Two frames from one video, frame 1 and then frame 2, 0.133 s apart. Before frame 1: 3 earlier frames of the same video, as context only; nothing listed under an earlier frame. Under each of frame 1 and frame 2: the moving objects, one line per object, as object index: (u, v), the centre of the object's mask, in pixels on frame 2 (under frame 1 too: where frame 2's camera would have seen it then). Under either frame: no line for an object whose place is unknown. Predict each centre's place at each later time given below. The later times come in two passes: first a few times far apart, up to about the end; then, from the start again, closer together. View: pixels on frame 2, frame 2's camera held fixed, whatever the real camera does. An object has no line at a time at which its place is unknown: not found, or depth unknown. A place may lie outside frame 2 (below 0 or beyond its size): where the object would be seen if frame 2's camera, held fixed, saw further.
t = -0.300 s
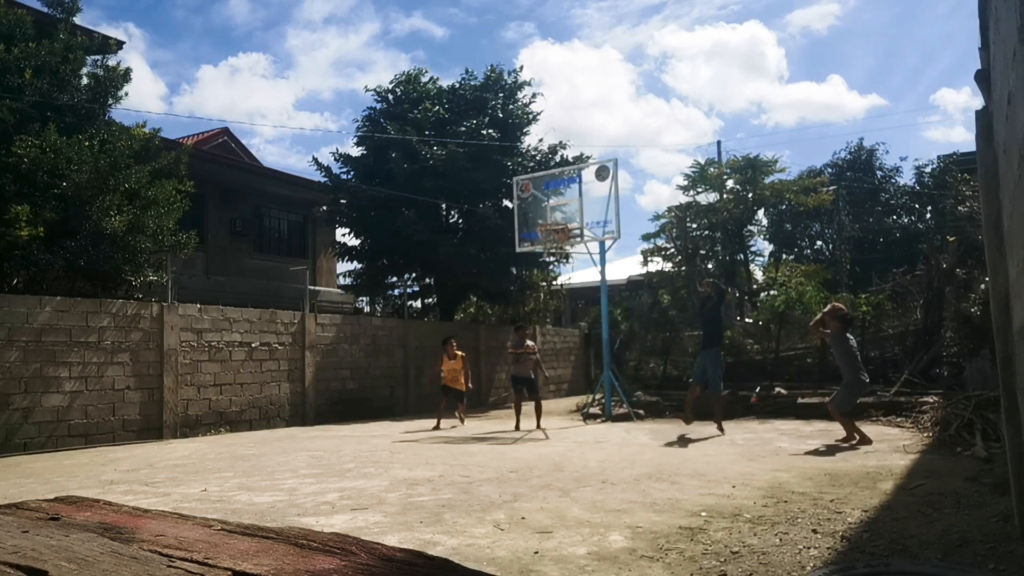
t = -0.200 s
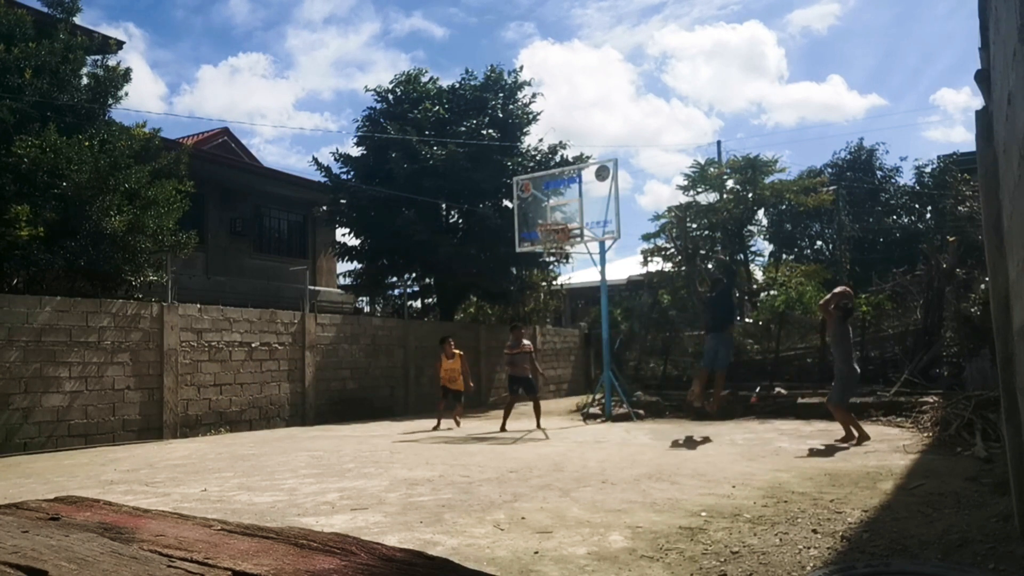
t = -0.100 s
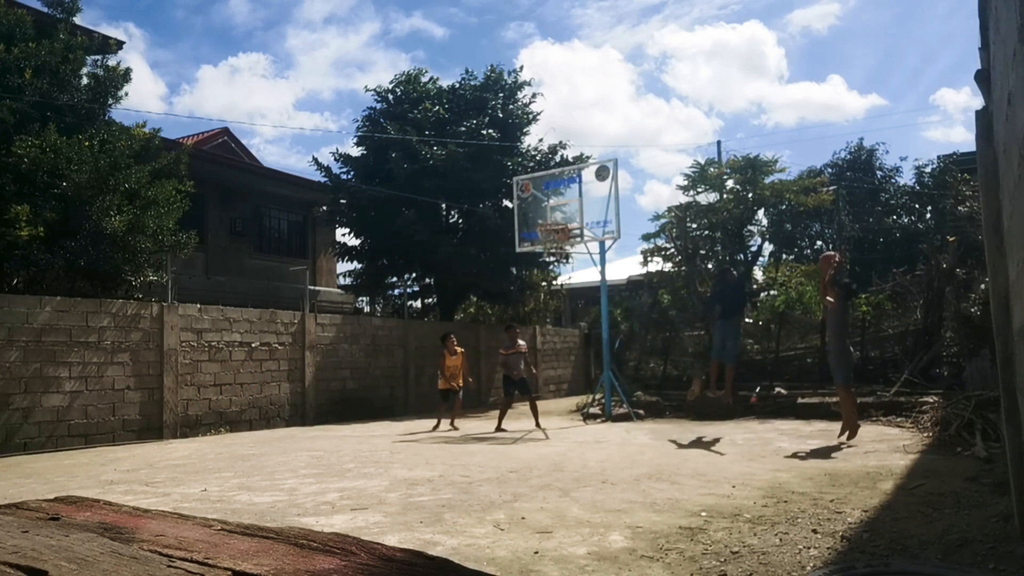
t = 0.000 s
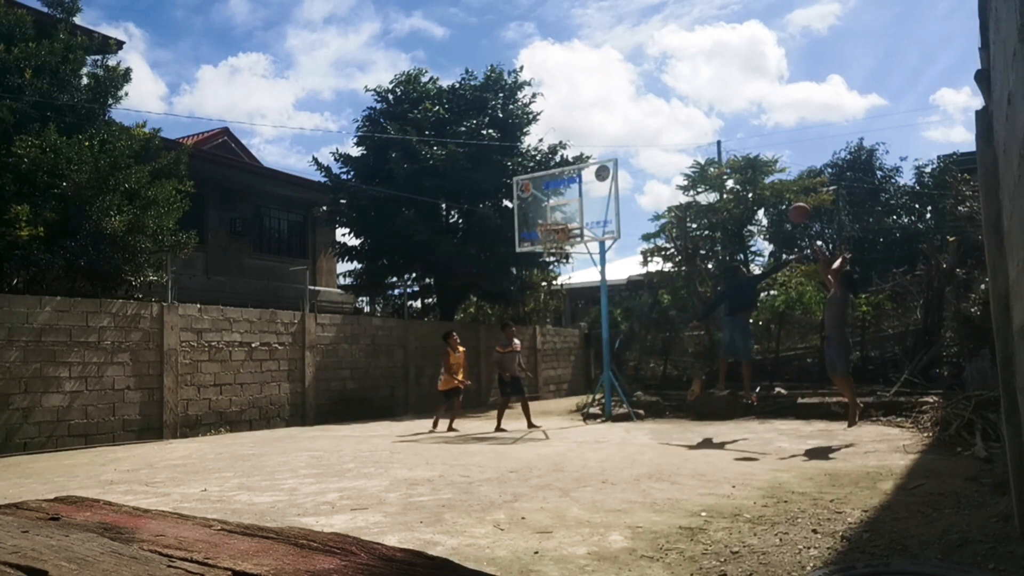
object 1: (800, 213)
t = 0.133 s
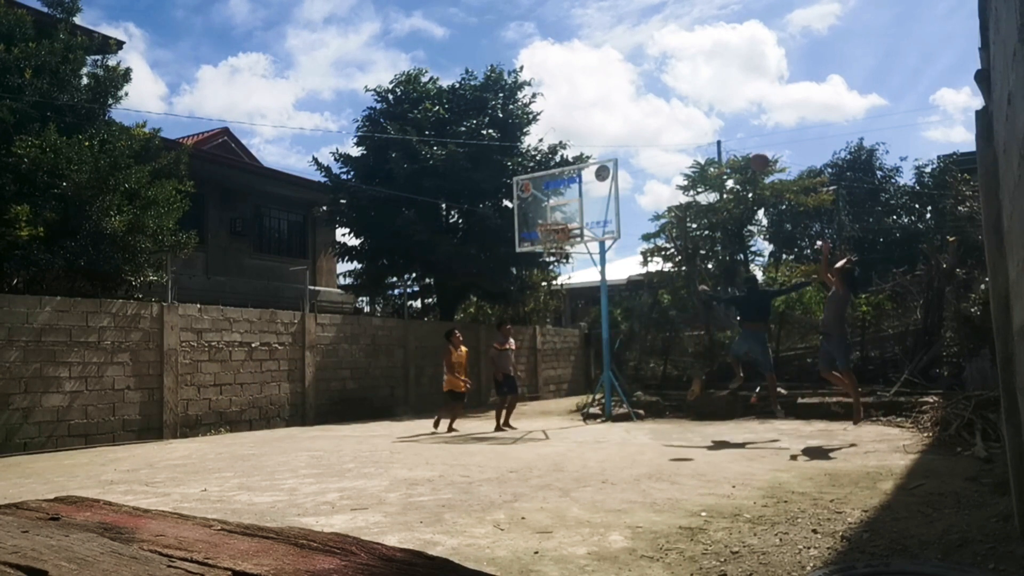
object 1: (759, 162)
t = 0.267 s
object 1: (723, 129)
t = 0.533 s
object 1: (661, 104)
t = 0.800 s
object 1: (609, 128)
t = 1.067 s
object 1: (562, 166)
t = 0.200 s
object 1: (740, 143)
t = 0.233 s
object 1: (731, 136)
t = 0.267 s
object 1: (723, 129)
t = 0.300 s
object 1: (715, 123)
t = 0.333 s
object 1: (706, 117)
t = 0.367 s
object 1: (698, 113)
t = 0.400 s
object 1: (690, 109)
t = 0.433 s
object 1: (683, 107)
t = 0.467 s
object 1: (675, 105)
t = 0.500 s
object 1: (668, 104)
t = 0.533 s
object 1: (661, 104)
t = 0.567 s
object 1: (654, 104)
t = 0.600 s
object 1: (647, 106)
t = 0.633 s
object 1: (641, 108)
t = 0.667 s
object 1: (634, 111)
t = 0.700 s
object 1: (628, 114)
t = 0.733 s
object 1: (622, 118)
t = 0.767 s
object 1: (615, 123)
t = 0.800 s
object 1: (609, 128)
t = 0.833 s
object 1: (604, 135)
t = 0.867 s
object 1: (598, 141)
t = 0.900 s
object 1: (592, 149)
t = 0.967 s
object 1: (581, 159)
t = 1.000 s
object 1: (575, 161)
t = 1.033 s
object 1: (568, 163)
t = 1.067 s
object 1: (562, 166)
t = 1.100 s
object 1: (556, 169)
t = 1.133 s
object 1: (549, 173)
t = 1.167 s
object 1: (543, 178)
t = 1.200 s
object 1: (536, 184)
